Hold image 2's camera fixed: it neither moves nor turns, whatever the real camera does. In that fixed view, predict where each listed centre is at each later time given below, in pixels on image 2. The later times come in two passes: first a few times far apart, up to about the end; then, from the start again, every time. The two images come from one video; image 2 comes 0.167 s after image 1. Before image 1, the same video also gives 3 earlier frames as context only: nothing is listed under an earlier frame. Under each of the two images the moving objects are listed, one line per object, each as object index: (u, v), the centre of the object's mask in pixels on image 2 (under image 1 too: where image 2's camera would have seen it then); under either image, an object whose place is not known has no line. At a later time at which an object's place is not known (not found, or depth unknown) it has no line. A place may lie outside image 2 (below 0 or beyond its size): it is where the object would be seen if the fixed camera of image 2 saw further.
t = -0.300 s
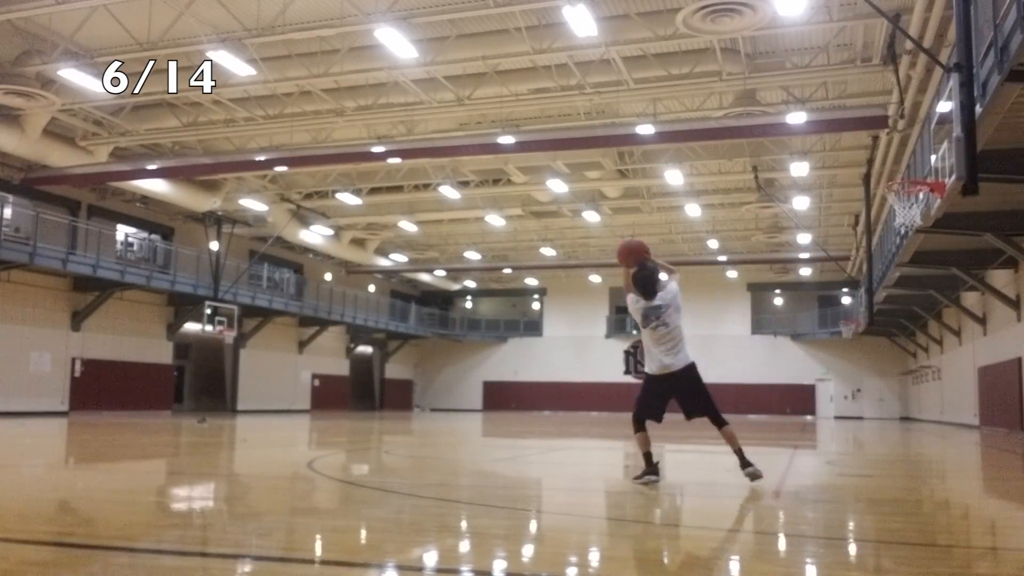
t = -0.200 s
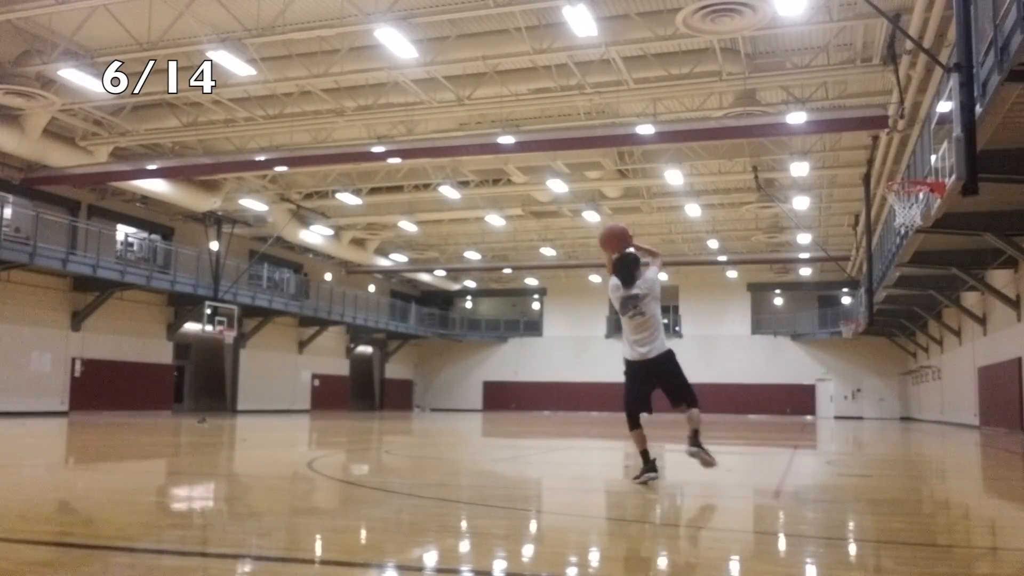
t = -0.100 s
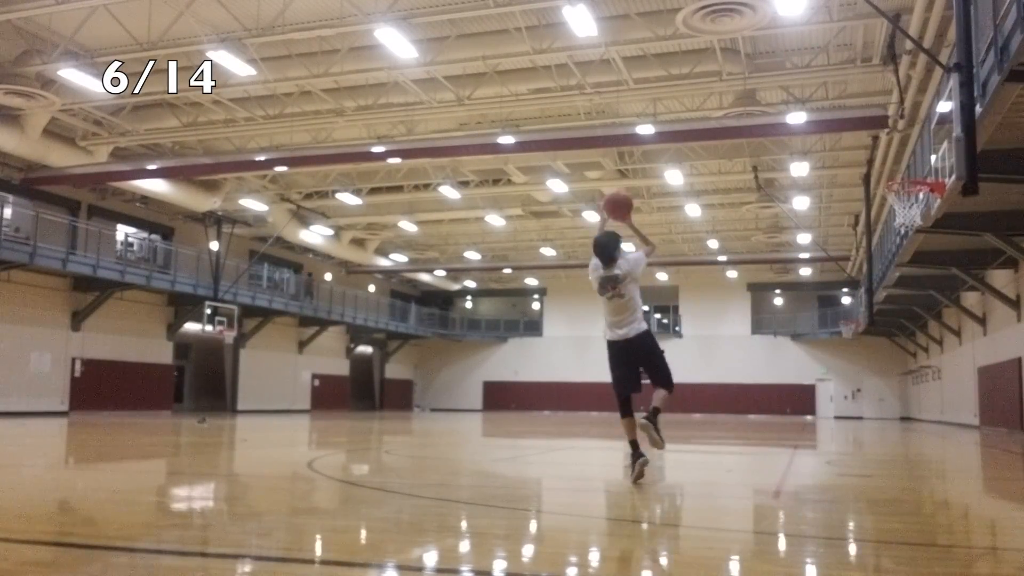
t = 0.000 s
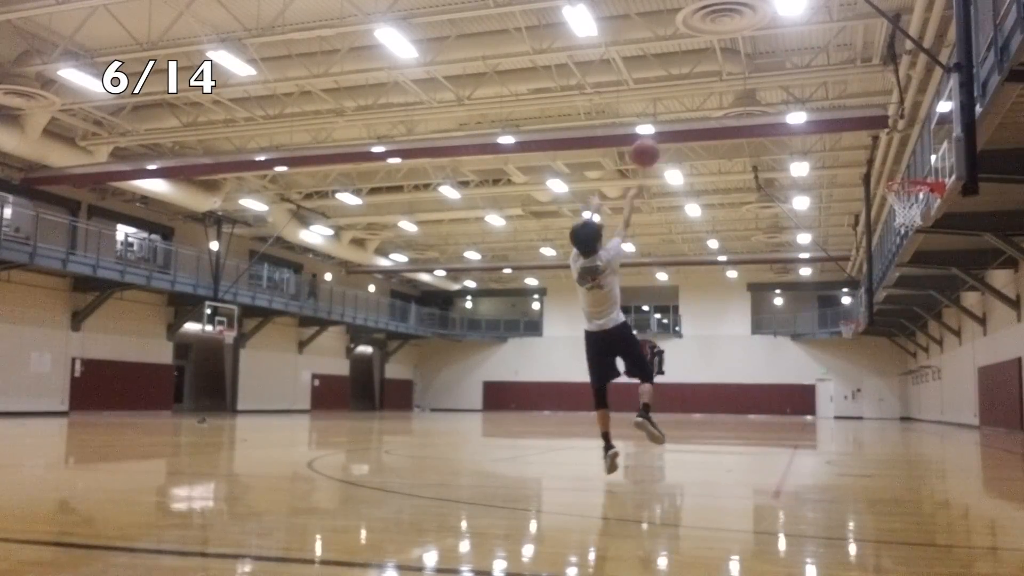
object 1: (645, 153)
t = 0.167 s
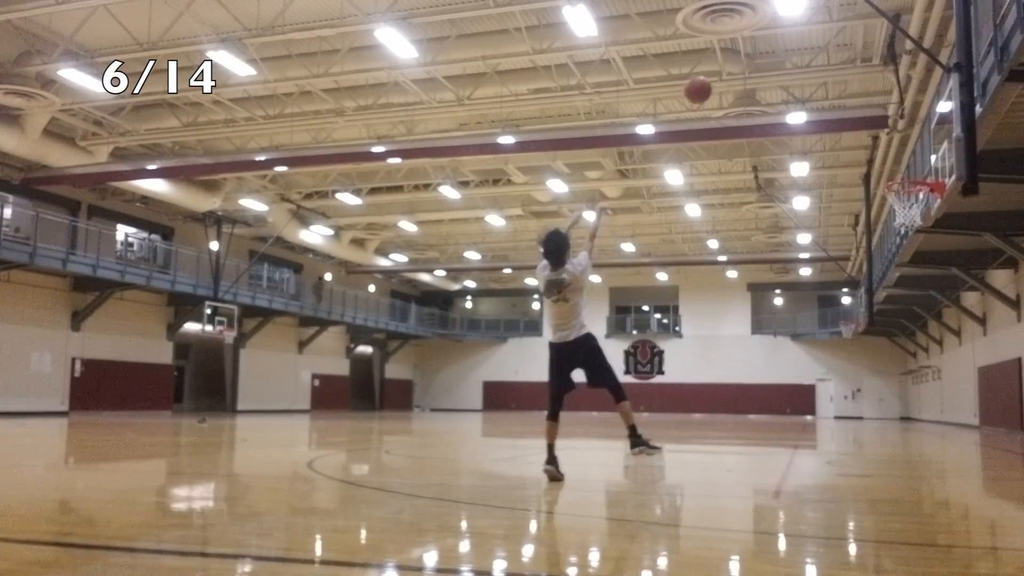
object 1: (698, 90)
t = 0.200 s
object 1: (708, 82)
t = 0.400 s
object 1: (761, 59)
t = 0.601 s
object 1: (808, 75)
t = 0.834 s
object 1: (857, 136)
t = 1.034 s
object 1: (849, 178)
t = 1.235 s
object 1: (777, 197)
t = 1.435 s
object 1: (706, 252)
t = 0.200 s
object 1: (708, 82)
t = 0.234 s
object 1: (717, 75)
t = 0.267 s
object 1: (726, 69)
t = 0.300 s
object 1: (735, 65)
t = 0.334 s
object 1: (744, 62)
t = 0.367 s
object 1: (753, 59)
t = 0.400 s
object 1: (761, 59)
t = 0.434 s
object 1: (769, 59)
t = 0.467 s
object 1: (777, 60)
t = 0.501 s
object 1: (785, 62)
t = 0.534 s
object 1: (793, 65)
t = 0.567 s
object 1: (800, 70)
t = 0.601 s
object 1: (808, 75)
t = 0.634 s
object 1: (816, 81)
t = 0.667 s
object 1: (823, 88)
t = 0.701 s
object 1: (830, 96)
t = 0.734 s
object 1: (837, 105)
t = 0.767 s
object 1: (844, 116)
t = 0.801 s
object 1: (850, 125)
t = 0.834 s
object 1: (857, 136)
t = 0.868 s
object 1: (864, 148)
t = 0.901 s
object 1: (871, 161)
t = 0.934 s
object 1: (877, 175)
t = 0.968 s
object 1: (873, 179)
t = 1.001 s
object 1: (861, 178)
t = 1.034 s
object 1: (849, 178)
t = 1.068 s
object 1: (837, 179)
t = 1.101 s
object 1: (825, 181)
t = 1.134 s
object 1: (813, 184)
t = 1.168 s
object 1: (802, 186)
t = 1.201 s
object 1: (789, 191)
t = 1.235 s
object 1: (777, 197)
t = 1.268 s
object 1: (765, 204)
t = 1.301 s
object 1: (753, 212)
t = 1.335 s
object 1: (742, 220)
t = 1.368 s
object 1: (730, 230)
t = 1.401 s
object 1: (718, 240)
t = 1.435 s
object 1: (706, 252)
